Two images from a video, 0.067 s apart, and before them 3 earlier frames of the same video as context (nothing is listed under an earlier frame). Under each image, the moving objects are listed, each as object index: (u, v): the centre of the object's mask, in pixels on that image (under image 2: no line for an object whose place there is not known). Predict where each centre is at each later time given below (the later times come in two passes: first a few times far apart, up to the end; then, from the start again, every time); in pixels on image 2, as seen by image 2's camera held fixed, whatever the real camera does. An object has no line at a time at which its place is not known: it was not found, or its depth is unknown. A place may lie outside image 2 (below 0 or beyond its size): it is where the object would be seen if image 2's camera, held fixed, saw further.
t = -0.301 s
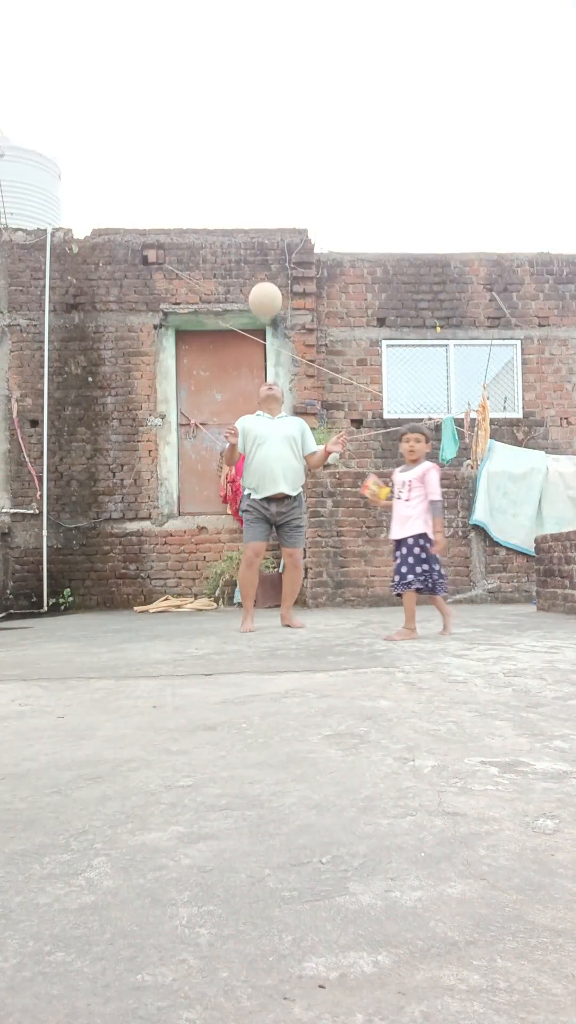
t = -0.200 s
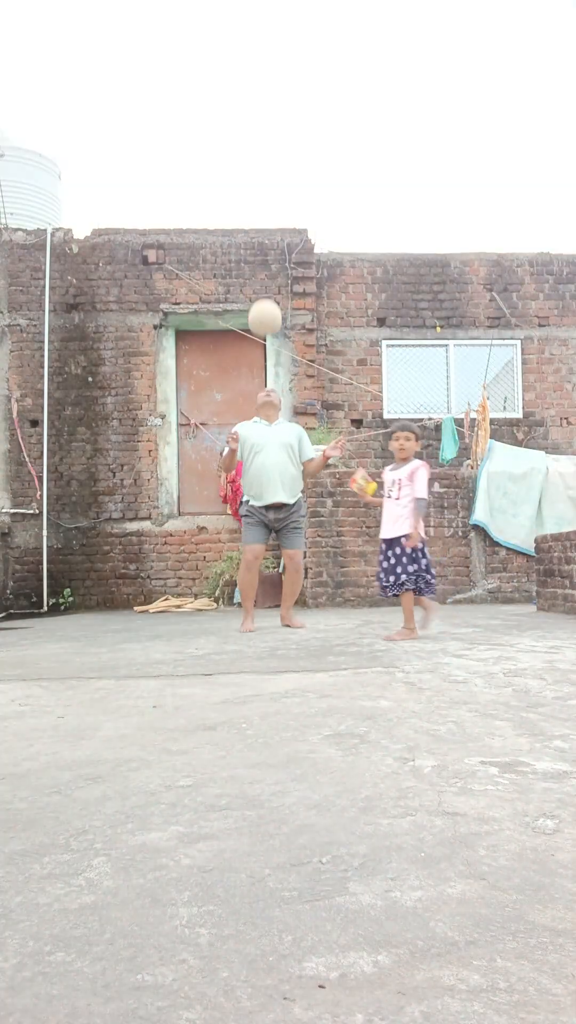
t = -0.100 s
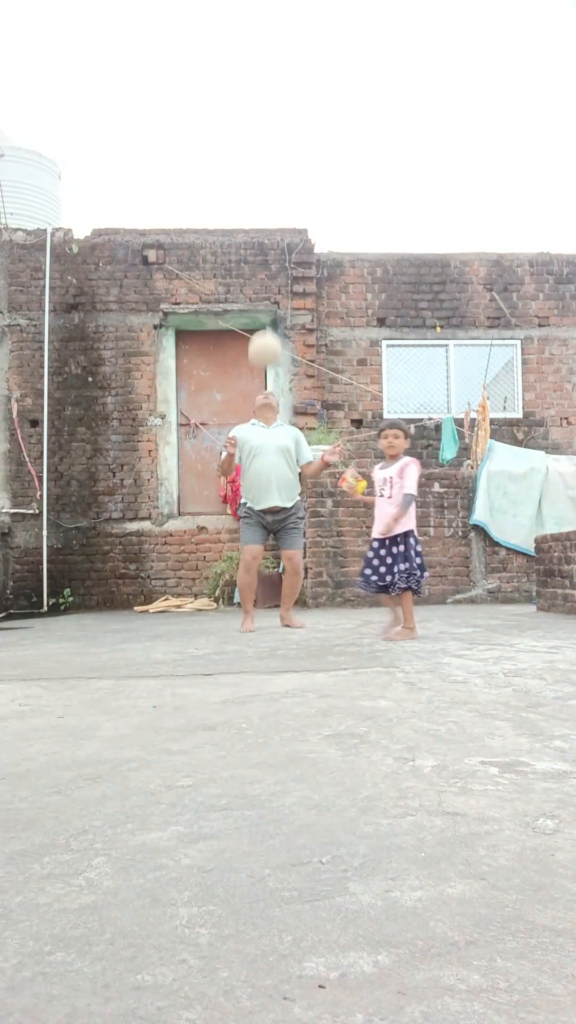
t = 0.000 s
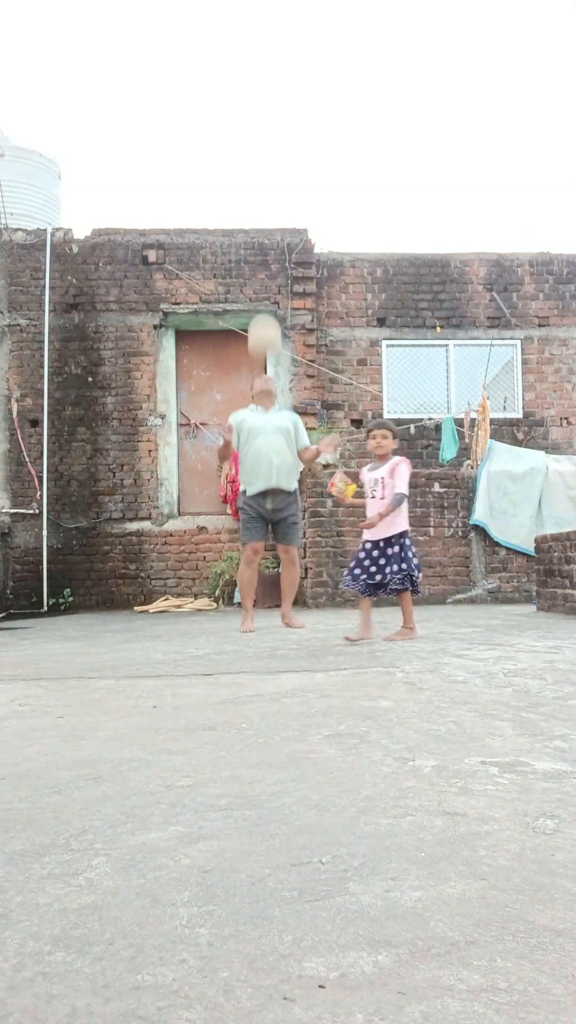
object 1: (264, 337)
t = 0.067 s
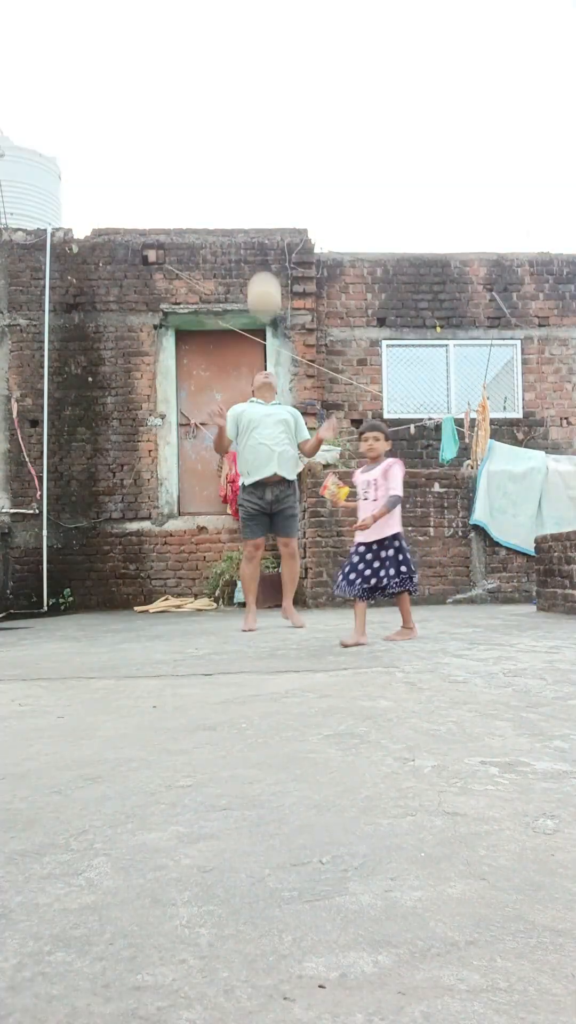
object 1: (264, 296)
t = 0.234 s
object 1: (264, 217)
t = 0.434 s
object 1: (265, 177)
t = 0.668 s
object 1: (268, 201)
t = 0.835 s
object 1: (271, 272)
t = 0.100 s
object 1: (264, 276)
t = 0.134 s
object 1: (264, 258)
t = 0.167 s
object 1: (264, 246)
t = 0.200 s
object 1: (264, 233)
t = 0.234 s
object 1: (264, 217)
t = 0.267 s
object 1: (264, 206)
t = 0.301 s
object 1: (264, 197)
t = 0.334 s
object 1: (264, 189)
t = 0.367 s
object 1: (265, 183)
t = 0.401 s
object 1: (265, 179)
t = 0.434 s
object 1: (265, 177)
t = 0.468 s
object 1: (266, 176)
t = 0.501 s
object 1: (266, 176)
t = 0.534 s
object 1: (266, 178)
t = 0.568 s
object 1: (267, 182)
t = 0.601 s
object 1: (267, 187)
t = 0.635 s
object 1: (267, 193)
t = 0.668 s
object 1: (268, 201)
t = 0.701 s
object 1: (268, 211)
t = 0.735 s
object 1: (269, 225)
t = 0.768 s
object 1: (270, 241)
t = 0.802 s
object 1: (270, 256)
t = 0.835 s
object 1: (271, 272)
